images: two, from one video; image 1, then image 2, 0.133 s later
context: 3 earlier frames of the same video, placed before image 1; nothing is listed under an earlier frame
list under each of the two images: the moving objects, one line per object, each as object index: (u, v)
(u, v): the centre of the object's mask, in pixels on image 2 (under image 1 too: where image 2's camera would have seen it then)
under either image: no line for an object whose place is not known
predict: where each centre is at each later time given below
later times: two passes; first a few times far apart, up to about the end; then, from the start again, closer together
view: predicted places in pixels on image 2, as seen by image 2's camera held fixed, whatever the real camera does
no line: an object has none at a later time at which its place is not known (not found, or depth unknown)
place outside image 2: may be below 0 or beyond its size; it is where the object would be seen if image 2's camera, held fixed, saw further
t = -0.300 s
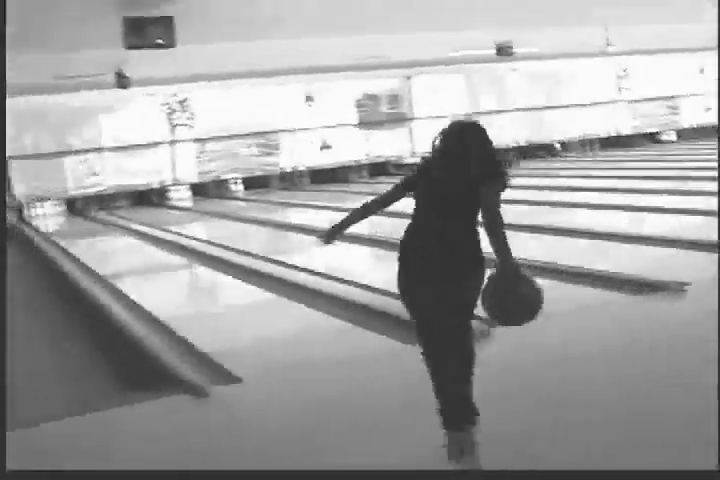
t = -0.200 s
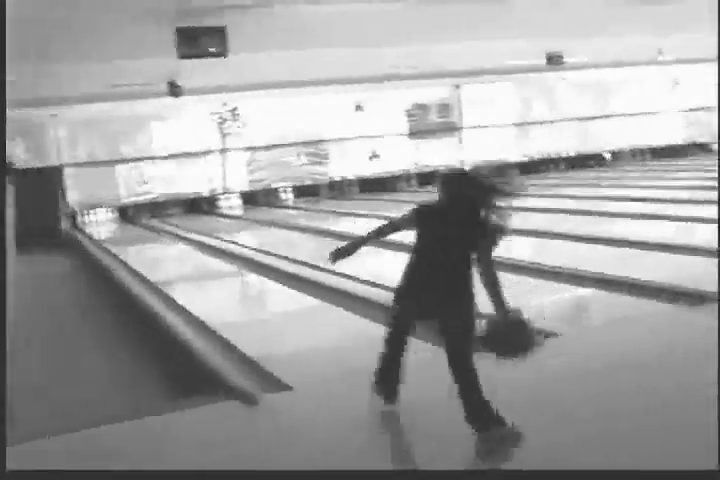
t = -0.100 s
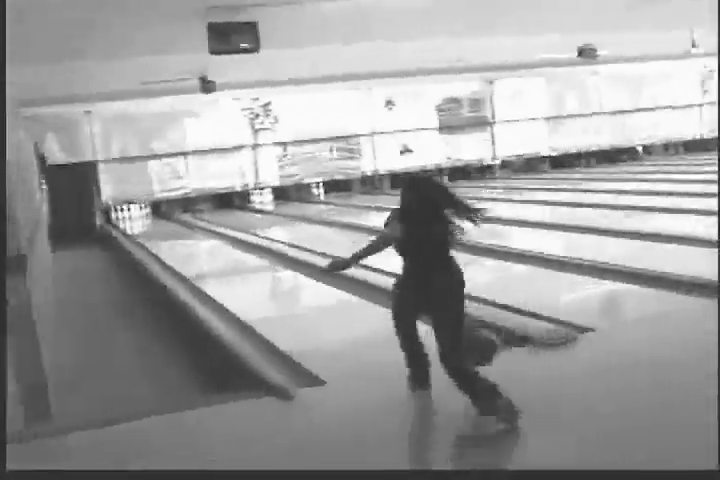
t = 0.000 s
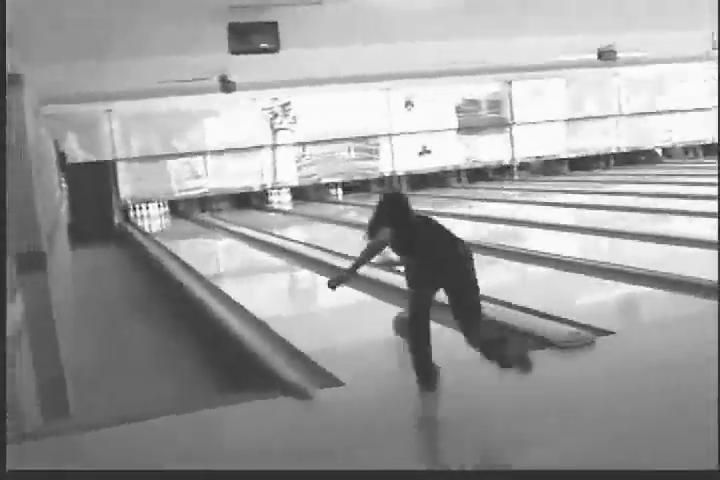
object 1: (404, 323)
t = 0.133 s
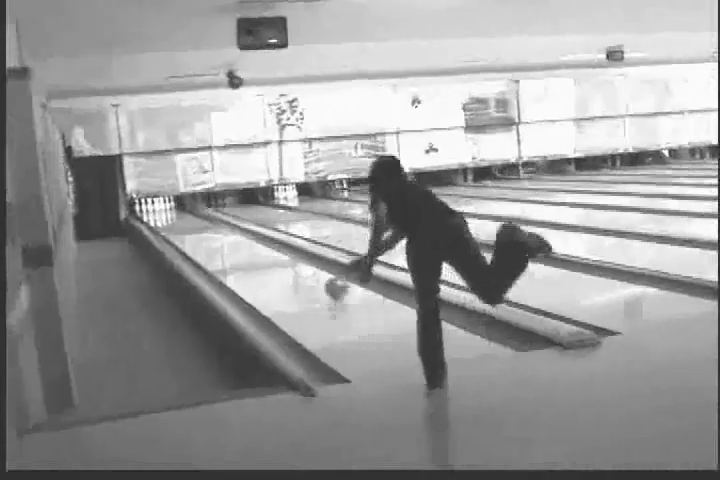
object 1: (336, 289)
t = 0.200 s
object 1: (310, 277)
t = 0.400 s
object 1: (255, 252)
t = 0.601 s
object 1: (221, 236)
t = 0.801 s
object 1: (198, 229)
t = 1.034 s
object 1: (180, 214)
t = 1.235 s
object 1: (171, 211)
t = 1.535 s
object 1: (172, 208)
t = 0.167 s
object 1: (322, 283)
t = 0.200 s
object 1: (310, 277)
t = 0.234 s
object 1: (298, 272)
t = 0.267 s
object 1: (288, 266)
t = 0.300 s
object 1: (280, 262)
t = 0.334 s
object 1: (270, 259)
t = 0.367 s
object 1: (262, 255)
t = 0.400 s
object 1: (255, 252)
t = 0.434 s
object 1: (248, 248)
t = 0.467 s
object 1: (242, 245)
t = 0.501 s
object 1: (237, 242)
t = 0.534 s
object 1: (231, 240)
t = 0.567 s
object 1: (226, 237)
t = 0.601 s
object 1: (221, 236)
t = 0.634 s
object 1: (217, 234)
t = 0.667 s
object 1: (212, 232)
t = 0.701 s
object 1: (208, 231)
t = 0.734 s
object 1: (205, 231)
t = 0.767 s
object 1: (202, 229)
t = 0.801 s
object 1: (198, 229)
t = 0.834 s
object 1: (194, 228)
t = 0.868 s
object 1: (191, 226)
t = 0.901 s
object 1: (188, 225)
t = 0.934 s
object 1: (186, 221)
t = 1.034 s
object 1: (180, 214)
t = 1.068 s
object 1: (179, 214)
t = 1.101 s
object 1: (173, 213)
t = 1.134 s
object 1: (173, 212)
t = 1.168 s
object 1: (172, 212)
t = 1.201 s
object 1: (172, 211)
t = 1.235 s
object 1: (171, 211)
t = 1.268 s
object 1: (167, 211)
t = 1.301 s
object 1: (165, 211)
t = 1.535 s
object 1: (172, 208)
